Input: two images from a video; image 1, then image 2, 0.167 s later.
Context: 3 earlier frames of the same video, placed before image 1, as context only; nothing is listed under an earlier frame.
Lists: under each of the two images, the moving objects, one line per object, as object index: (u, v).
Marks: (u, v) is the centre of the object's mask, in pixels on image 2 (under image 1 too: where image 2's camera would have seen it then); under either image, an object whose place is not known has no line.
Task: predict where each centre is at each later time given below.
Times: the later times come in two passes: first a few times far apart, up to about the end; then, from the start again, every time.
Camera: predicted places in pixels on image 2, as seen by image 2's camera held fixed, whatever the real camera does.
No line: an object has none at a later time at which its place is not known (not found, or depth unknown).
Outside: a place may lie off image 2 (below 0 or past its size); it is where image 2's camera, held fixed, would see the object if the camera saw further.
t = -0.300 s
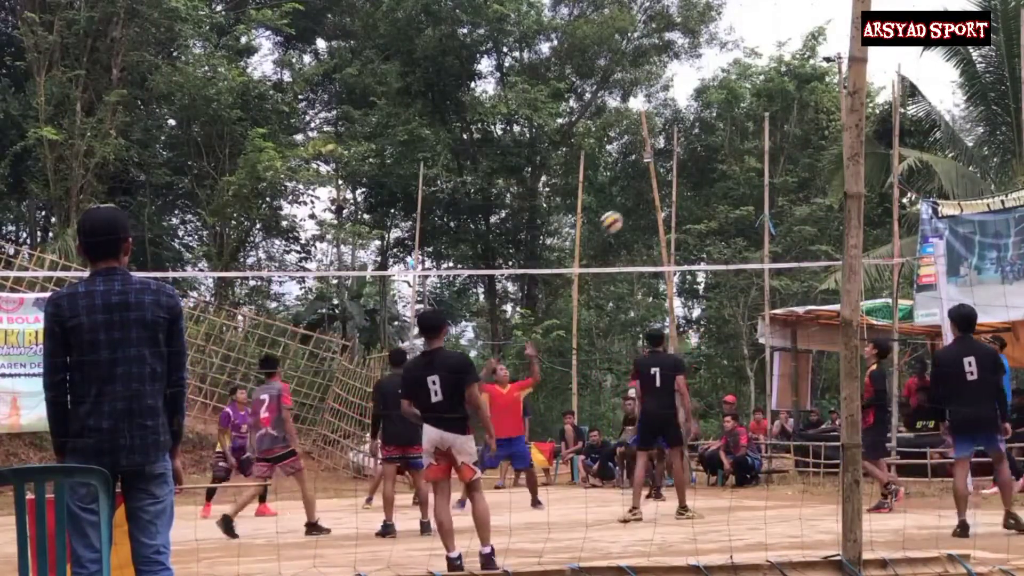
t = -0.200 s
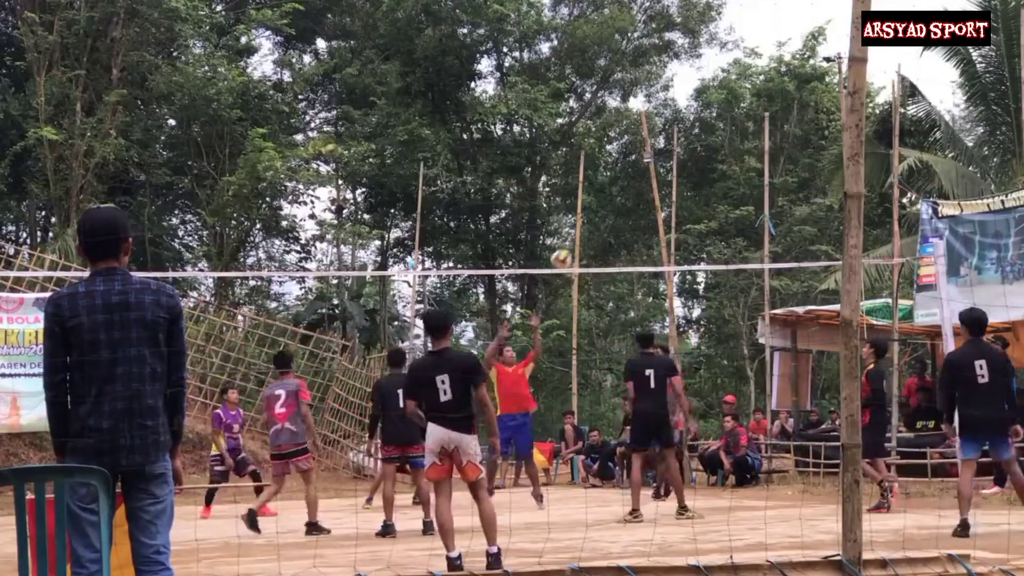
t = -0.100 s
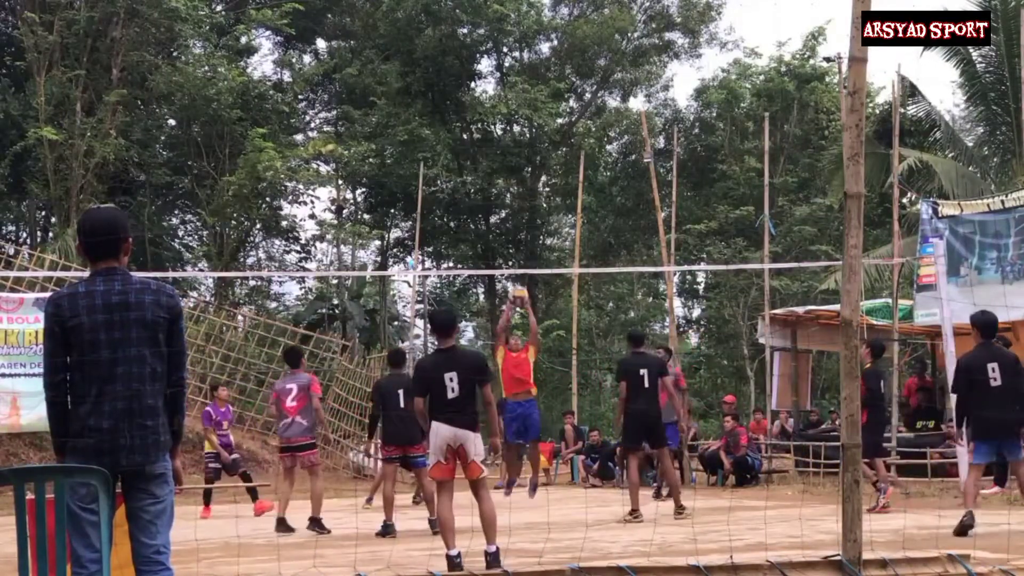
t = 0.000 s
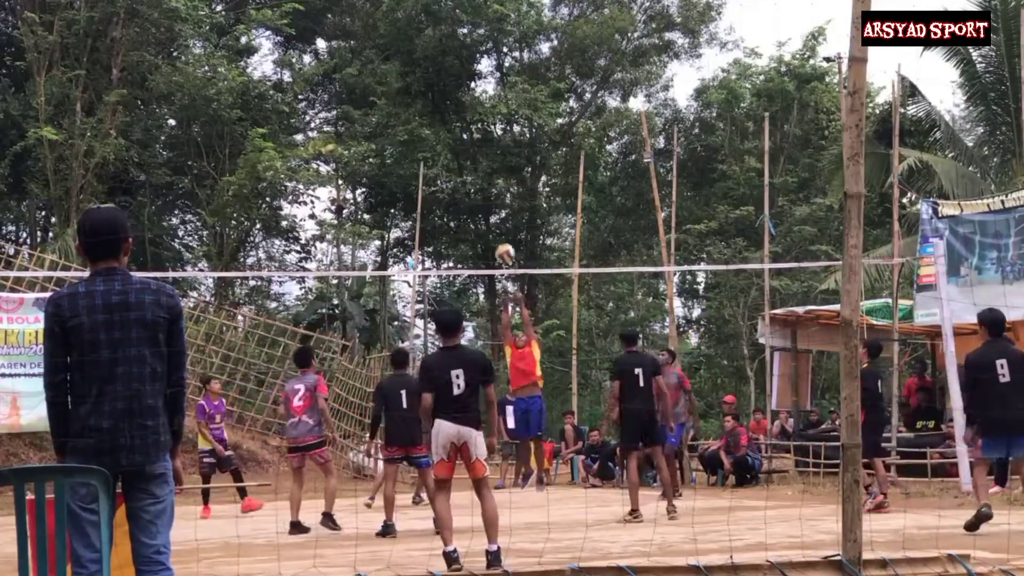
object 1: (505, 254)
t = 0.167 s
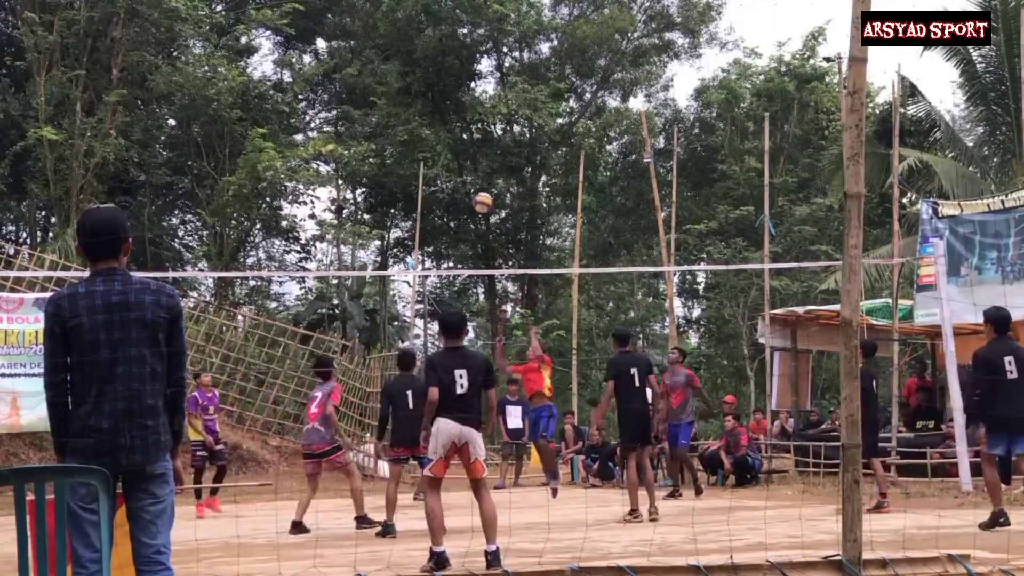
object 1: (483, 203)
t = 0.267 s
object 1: (469, 183)
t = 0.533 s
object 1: (435, 175)
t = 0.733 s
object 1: (409, 212)
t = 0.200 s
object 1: (478, 195)
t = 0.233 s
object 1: (474, 189)
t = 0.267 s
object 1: (469, 183)
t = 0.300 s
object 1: (465, 179)
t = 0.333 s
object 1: (461, 175)
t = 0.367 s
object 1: (457, 172)
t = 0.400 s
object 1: (452, 170)
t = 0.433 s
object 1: (448, 170)
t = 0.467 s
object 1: (444, 170)
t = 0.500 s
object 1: (439, 171)
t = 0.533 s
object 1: (435, 175)
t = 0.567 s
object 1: (432, 178)
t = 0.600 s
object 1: (426, 183)
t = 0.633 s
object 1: (423, 189)
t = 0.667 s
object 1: (418, 195)
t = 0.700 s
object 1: (414, 204)
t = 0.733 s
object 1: (409, 212)
